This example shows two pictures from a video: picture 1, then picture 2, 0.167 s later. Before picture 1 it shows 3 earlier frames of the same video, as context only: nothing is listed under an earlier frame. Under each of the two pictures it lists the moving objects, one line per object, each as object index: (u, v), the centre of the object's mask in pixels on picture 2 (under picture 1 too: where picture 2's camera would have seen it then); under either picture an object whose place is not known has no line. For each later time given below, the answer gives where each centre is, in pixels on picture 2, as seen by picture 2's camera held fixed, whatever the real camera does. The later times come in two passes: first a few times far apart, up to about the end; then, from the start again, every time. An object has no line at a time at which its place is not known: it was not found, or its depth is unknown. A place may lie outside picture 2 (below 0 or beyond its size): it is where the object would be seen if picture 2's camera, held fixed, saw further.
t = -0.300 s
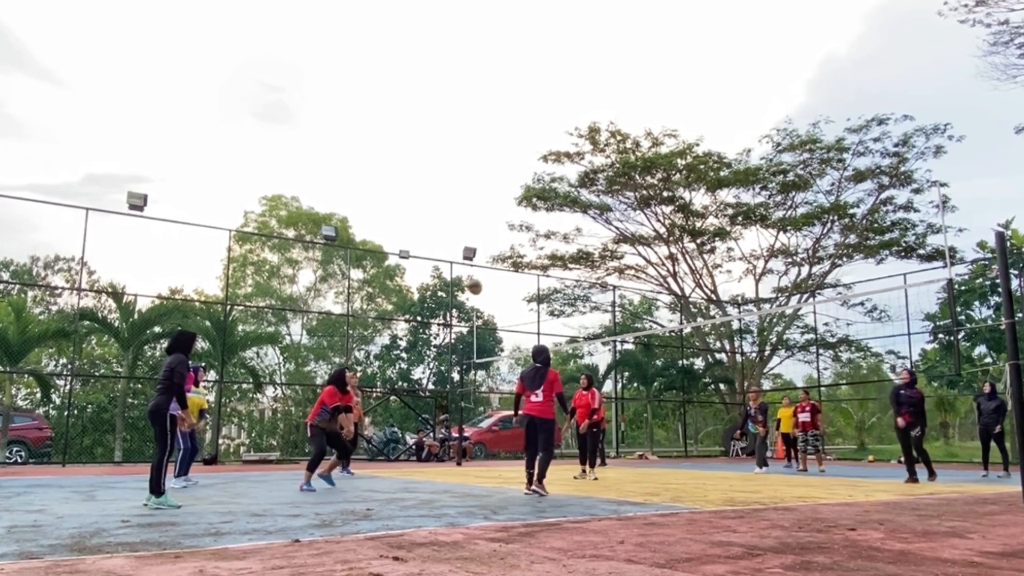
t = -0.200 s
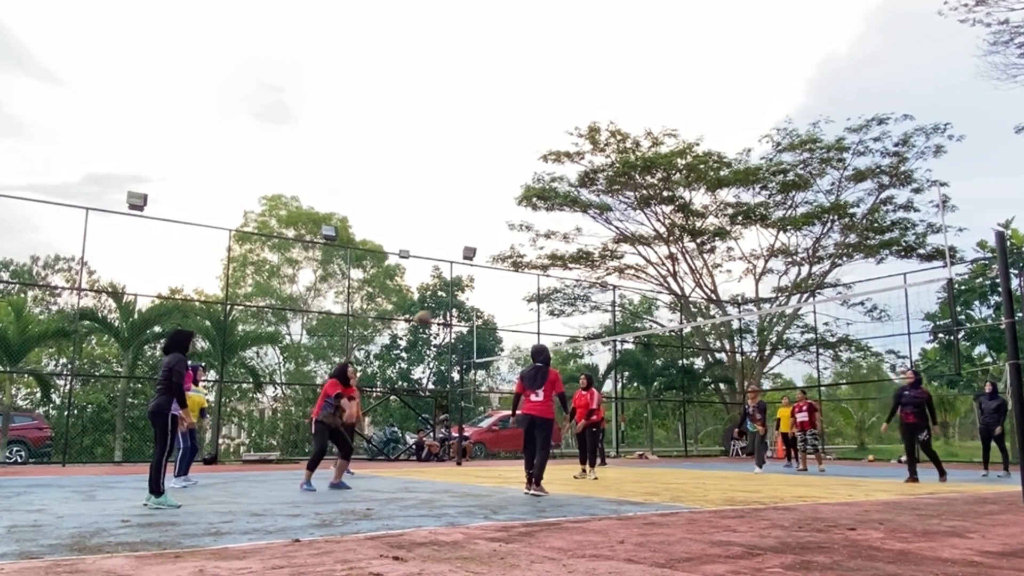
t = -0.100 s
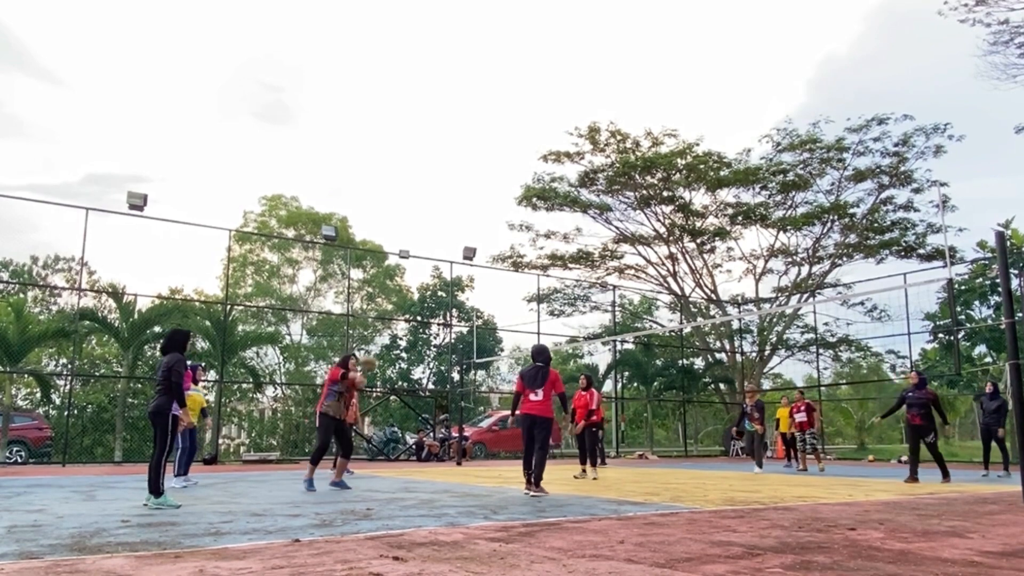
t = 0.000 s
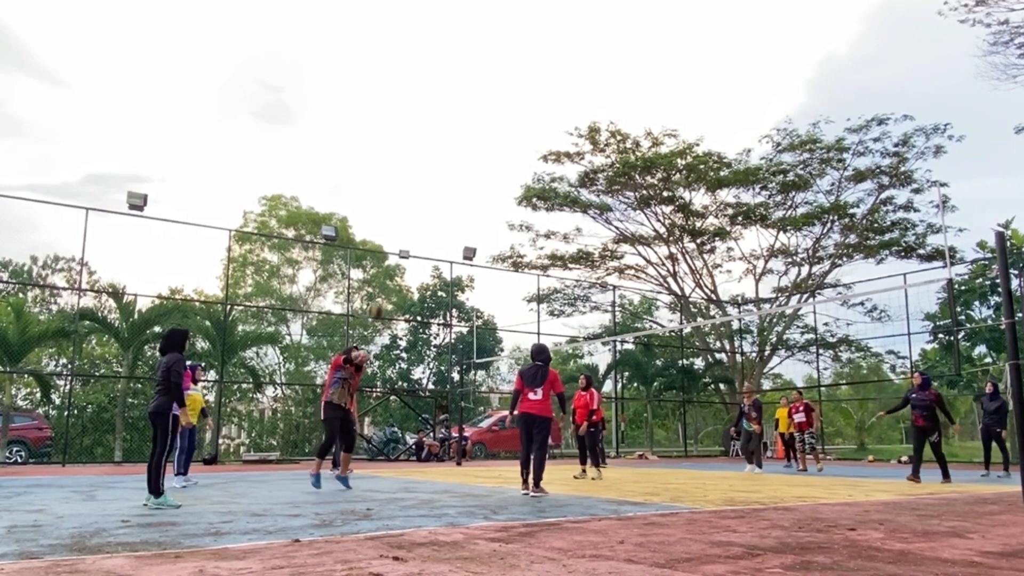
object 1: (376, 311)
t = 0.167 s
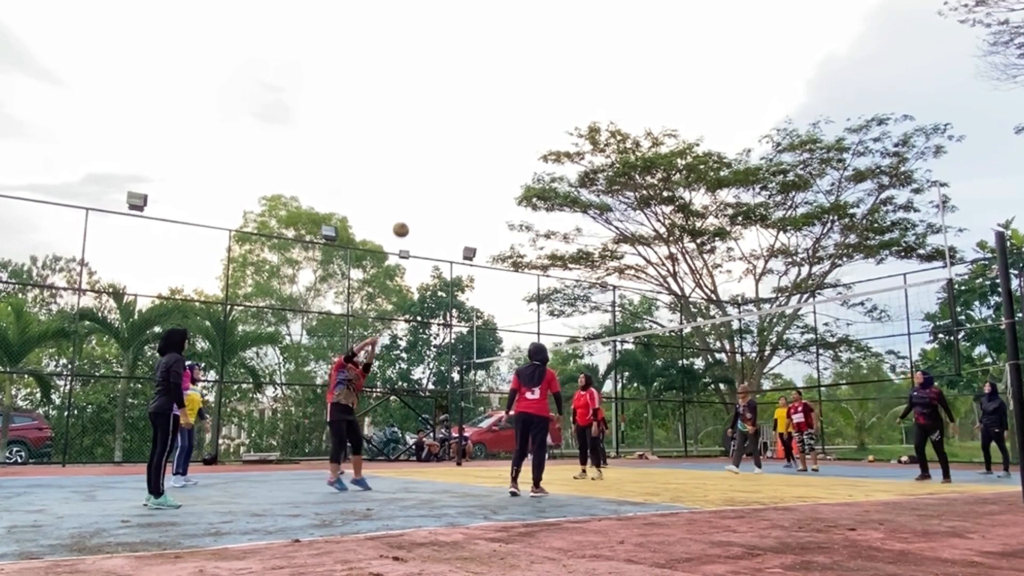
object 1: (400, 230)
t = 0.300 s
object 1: (418, 186)
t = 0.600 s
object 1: (451, 144)
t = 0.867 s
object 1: (475, 158)
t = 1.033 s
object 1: (489, 188)
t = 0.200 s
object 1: (405, 217)
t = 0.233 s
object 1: (410, 206)
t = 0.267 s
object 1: (414, 195)
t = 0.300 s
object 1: (418, 186)
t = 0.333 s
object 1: (422, 178)
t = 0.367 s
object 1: (426, 171)
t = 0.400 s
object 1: (429, 164)
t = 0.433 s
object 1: (433, 159)
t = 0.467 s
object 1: (437, 154)
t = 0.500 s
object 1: (441, 150)
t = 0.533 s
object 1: (444, 148)
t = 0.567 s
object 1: (447, 145)
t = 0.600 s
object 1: (451, 144)
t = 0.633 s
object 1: (454, 143)
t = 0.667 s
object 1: (457, 143)
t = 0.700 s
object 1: (460, 144)
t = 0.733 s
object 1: (464, 145)
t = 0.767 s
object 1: (467, 148)
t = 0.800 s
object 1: (470, 150)
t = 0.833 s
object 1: (472, 154)
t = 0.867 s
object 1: (475, 158)
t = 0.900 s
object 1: (478, 163)
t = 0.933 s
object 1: (481, 168)
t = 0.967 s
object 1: (484, 174)
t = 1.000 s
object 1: (487, 181)
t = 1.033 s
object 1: (489, 188)
